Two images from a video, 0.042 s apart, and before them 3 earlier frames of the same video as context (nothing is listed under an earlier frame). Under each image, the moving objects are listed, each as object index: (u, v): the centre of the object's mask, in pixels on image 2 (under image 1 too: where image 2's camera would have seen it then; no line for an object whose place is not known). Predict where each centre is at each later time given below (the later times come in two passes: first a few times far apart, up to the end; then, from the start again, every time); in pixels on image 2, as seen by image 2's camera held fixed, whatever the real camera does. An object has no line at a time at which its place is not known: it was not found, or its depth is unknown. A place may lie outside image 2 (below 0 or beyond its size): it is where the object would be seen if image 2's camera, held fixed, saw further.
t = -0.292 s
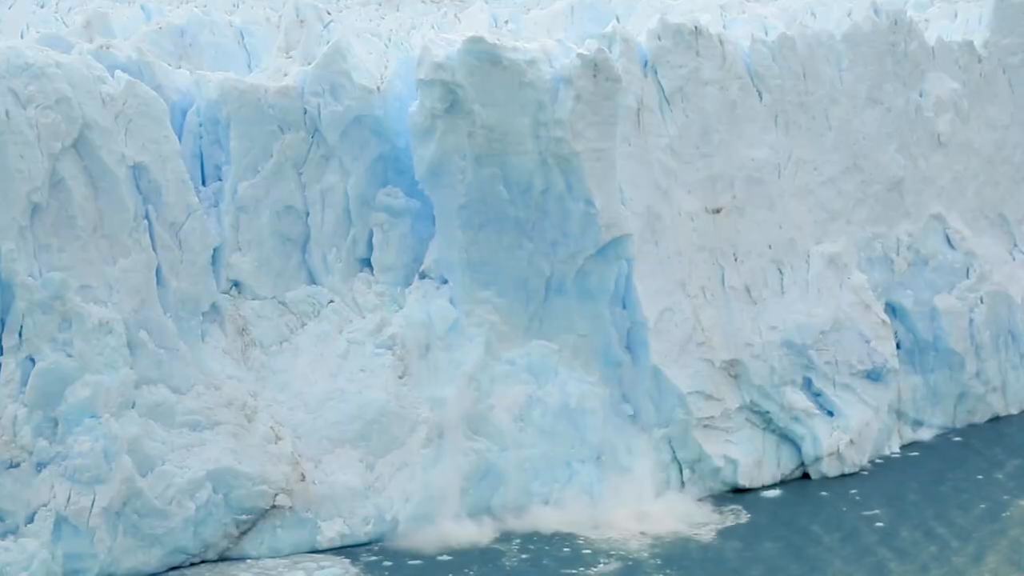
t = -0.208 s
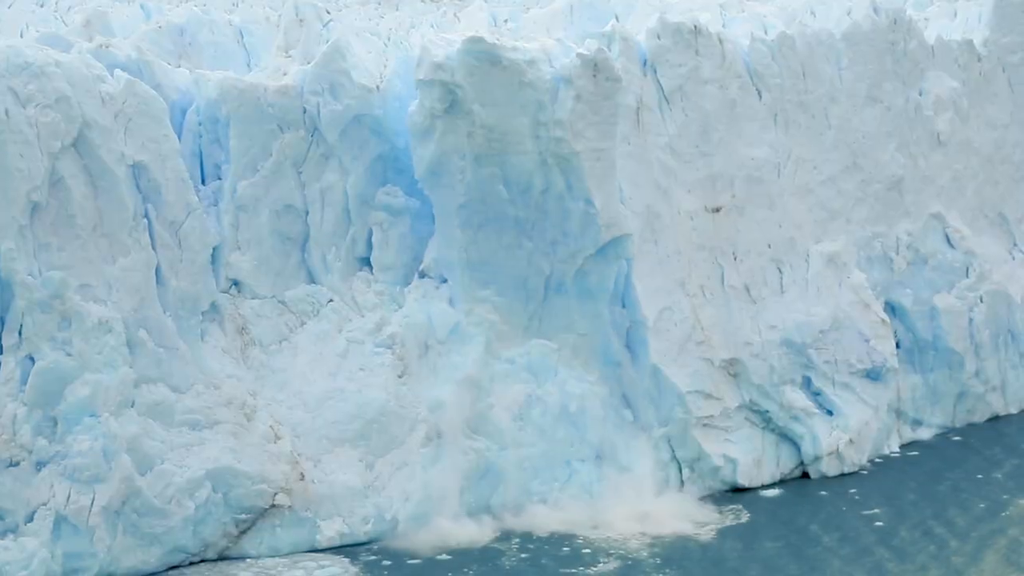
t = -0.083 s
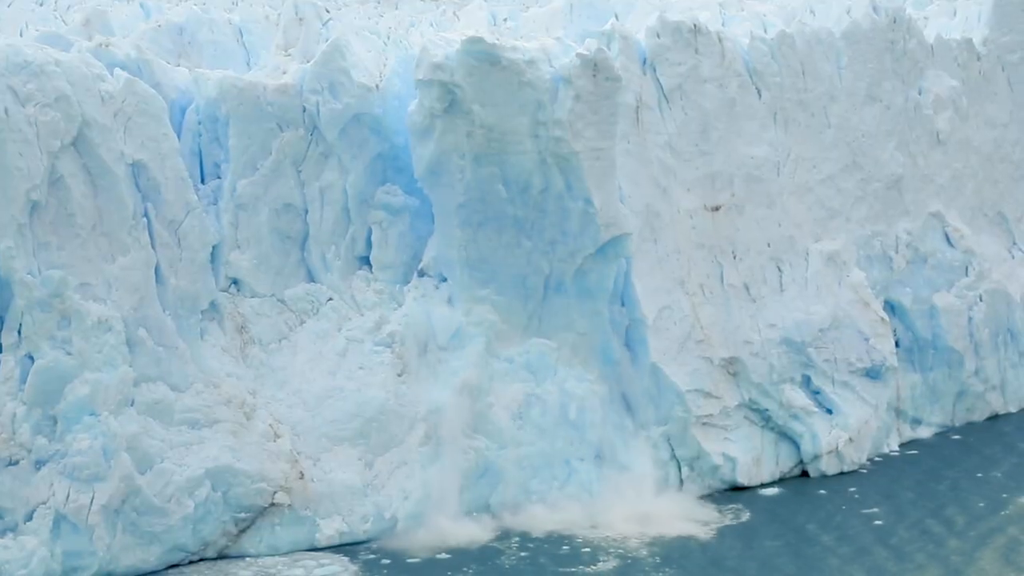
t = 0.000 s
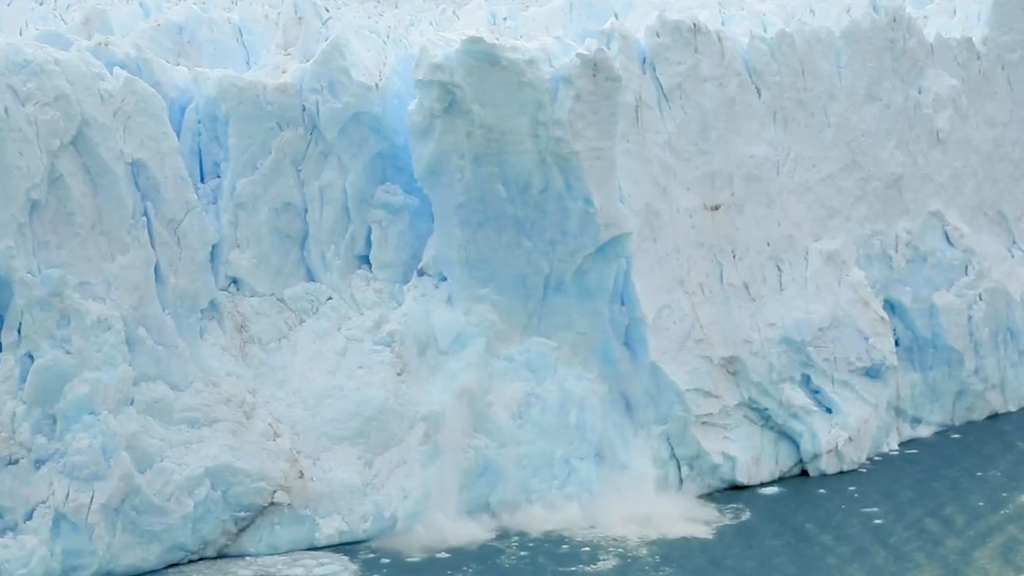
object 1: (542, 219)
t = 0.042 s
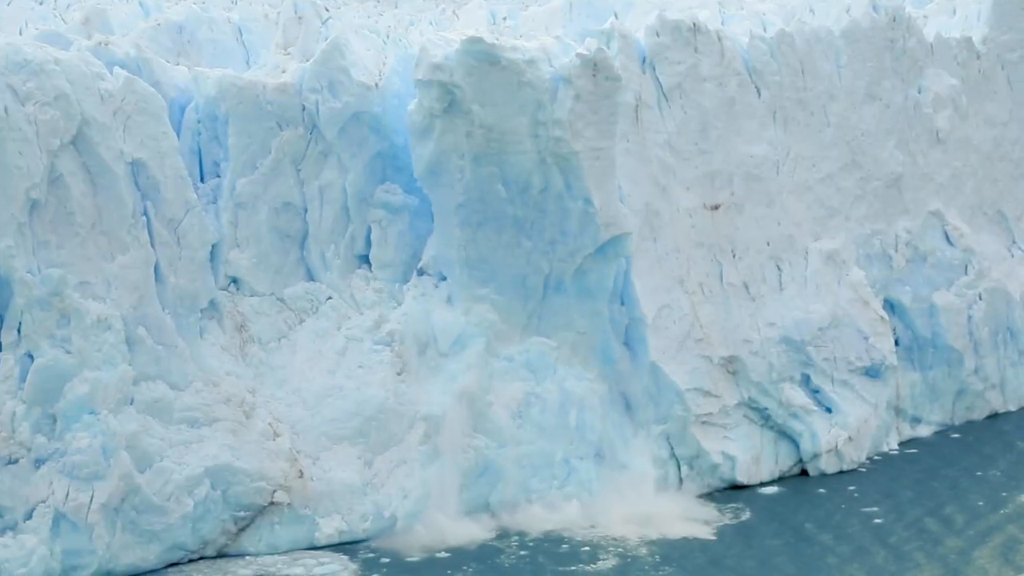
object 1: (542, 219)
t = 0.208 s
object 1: (542, 220)
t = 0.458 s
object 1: (542, 221)
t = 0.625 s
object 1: (543, 222)
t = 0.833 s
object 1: (543, 224)
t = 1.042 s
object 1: (544, 228)
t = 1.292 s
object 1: (544, 234)
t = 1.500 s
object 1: (541, 232)
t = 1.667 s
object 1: (539, 232)
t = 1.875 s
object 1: (539, 241)
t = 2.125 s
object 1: (541, 258)
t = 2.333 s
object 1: (538, 268)
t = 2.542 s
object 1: (546, 295)
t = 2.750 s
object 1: (547, 314)
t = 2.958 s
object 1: (542, 329)
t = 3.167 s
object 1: (540, 358)
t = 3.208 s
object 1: (541, 364)
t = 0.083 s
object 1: (542, 219)
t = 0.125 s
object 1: (542, 219)
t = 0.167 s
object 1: (542, 219)
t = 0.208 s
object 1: (542, 220)
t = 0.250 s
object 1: (542, 220)
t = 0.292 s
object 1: (542, 219)
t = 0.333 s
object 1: (542, 219)
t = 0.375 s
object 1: (542, 220)
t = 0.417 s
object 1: (543, 221)
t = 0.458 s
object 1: (542, 221)
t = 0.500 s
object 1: (543, 221)
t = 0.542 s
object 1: (543, 221)
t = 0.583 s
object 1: (543, 221)
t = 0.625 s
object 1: (543, 222)
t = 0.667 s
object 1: (543, 222)
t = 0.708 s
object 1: (543, 222)
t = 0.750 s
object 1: (543, 222)
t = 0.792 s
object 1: (543, 223)
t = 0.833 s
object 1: (543, 224)
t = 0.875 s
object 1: (543, 225)
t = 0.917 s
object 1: (543, 225)
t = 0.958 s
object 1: (543, 226)
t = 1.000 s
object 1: (543, 226)
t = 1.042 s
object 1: (544, 228)
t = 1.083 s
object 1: (544, 229)
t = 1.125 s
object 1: (544, 230)
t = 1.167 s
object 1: (544, 231)
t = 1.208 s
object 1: (544, 232)
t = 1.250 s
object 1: (544, 234)
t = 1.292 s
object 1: (544, 234)
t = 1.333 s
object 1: (544, 234)
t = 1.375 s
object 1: (543, 233)
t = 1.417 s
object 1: (543, 235)
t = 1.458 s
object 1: (542, 235)
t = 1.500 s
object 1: (541, 232)
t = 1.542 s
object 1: (541, 232)
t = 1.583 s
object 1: (540, 233)
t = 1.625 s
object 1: (539, 231)
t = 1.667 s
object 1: (539, 232)
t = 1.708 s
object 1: (539, 233)
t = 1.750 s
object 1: (539, 235)
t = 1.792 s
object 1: (539, 236)
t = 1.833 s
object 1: (538, 238)
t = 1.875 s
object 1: (539, 241)
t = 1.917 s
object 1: (539, 243)
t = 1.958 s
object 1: (540, 246)
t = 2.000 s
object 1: (540, 249)
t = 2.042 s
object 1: (540, 252)
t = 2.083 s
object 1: (540, 254)
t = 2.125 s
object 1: (541, 258)
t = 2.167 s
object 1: (540, 259)
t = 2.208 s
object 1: (541, 263)
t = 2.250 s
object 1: (541, 267)
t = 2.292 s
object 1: (541, 269)
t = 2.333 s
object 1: (538, 268)
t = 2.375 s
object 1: (543, 278)
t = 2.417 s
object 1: (544, 282)
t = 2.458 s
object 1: (545, 287)
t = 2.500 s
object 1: (546, 291)
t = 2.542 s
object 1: (546, 295)
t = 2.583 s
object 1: (546, 298)
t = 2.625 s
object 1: (545, 301)
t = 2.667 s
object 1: (546, 306)
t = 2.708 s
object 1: (547, 311)
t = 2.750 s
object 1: (547, 314)
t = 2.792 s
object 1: (544, 316)
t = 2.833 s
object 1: (543, 320)
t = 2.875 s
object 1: (539, 319)
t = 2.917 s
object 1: (542, 326)
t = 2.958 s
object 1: (542, 329)
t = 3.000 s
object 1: (540, 335)
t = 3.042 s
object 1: (540, 341)
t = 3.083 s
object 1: (539, 346)
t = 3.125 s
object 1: (540, 352)
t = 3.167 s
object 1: (540, 358)
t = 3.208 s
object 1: (541, 364)
